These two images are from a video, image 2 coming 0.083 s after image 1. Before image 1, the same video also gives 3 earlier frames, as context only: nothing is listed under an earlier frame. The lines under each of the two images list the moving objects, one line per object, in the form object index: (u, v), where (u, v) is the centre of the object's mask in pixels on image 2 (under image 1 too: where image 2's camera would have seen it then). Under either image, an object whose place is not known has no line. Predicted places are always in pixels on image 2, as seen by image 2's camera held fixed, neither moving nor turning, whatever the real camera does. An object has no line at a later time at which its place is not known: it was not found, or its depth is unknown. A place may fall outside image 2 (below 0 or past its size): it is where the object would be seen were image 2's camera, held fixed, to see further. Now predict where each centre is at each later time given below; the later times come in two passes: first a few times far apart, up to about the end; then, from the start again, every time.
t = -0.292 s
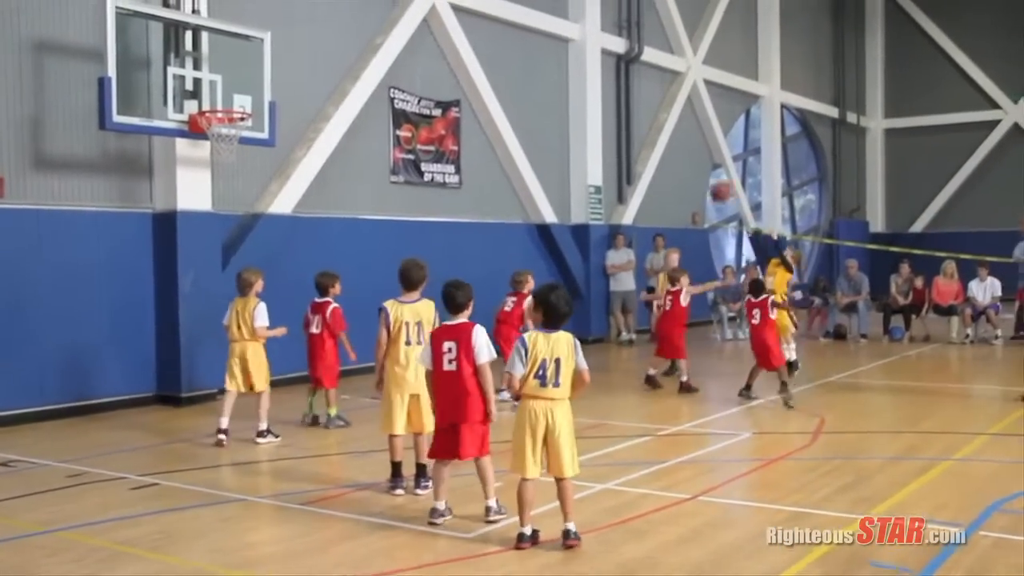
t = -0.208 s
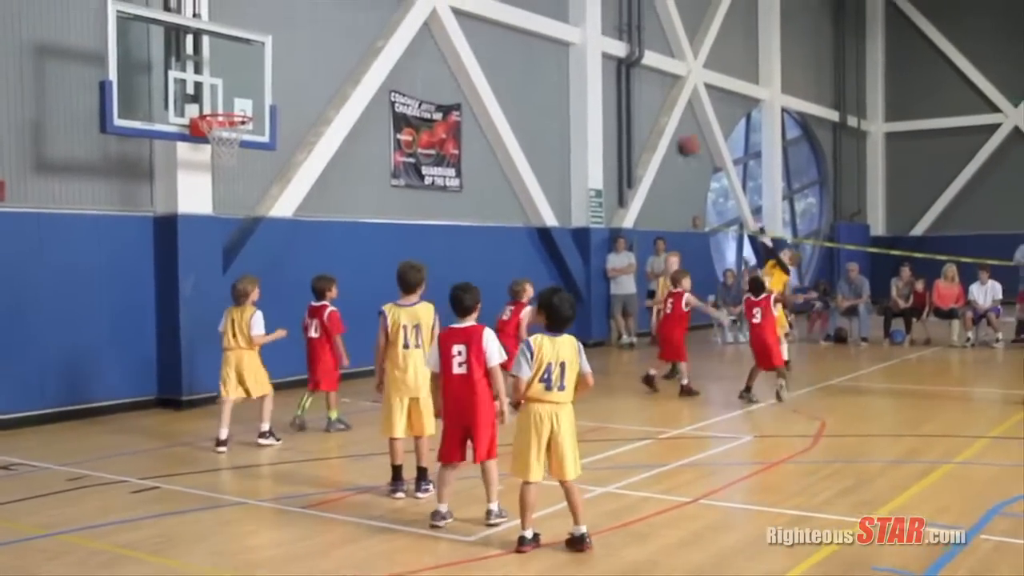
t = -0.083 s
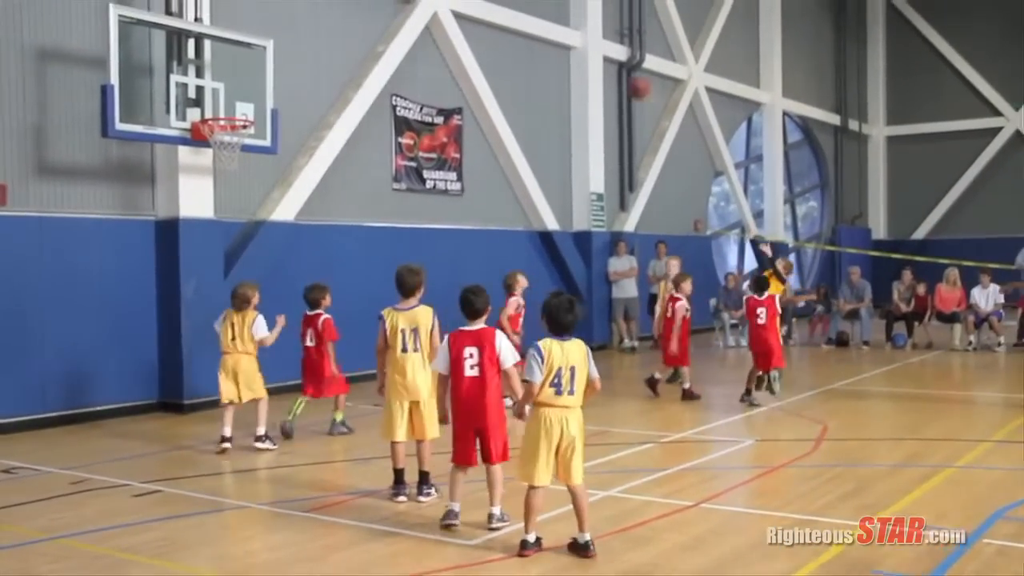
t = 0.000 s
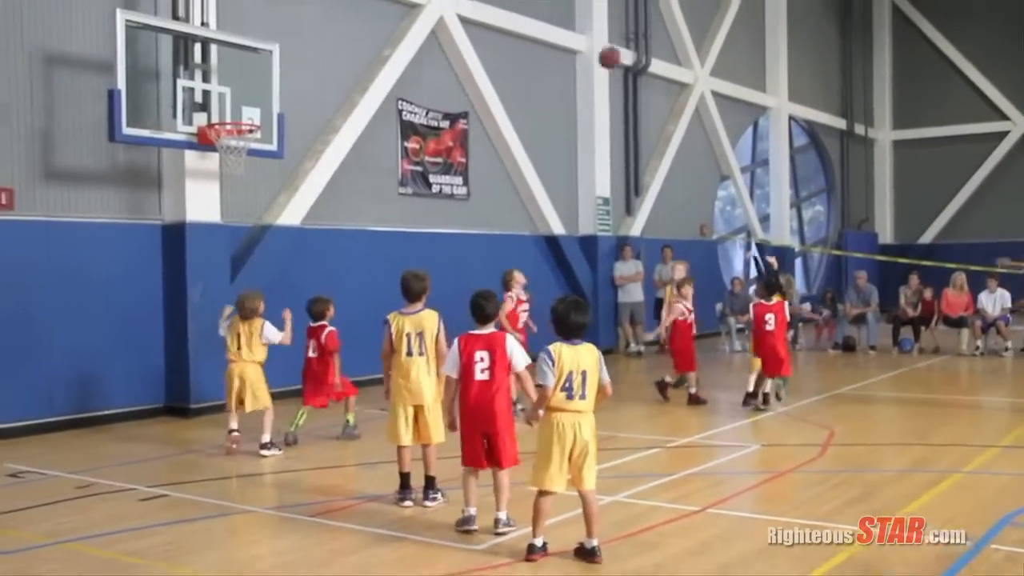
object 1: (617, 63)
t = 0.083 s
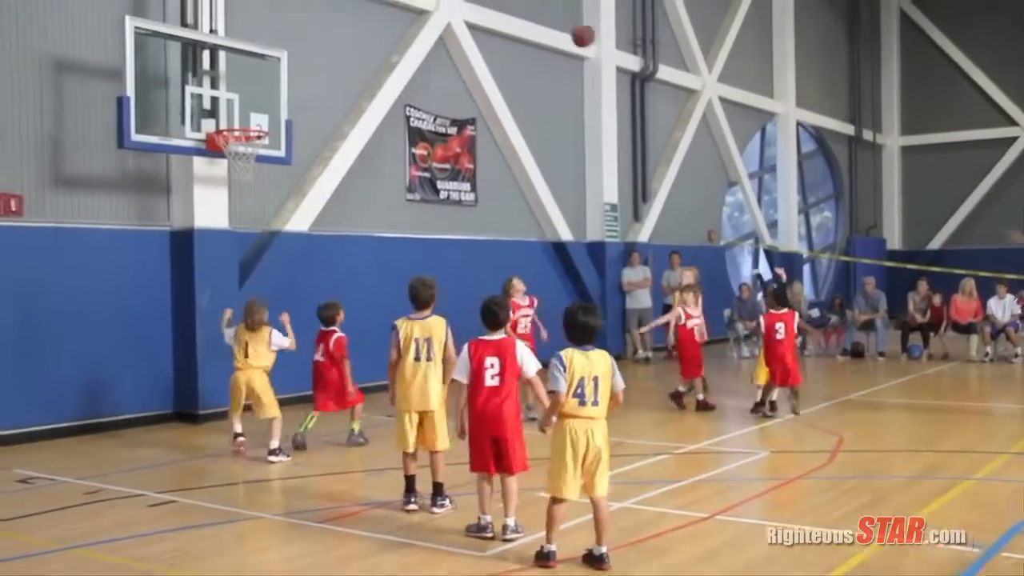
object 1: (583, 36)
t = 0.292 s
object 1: (497, -1)
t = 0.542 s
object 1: (392, 8)
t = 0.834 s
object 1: (268, 106)
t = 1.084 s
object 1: (222, 171)
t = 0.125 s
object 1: (567, 24)
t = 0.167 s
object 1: (549, 15)
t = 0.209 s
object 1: (532, 7)
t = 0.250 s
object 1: (515, 2)
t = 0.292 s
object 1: (497, -1)
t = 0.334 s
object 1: (481, -3)
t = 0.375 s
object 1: (464, -4)
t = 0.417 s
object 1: (445, -4)
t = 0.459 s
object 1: (428, -2)
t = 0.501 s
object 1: (410, 1)
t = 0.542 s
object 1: (392, 8)
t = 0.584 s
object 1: (375, 16)
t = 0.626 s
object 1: (357, 26)
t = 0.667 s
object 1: (340, 39)
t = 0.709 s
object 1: (322, 52)
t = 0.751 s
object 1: (304, 68)
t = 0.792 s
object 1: (286, 87)
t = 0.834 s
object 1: (268, 106)
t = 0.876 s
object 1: (250, 129)
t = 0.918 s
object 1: (232, 151)
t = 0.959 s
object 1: (225, 158)
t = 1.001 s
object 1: (224, 160)
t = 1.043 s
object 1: (223, 164)
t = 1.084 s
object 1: (222, 171)
